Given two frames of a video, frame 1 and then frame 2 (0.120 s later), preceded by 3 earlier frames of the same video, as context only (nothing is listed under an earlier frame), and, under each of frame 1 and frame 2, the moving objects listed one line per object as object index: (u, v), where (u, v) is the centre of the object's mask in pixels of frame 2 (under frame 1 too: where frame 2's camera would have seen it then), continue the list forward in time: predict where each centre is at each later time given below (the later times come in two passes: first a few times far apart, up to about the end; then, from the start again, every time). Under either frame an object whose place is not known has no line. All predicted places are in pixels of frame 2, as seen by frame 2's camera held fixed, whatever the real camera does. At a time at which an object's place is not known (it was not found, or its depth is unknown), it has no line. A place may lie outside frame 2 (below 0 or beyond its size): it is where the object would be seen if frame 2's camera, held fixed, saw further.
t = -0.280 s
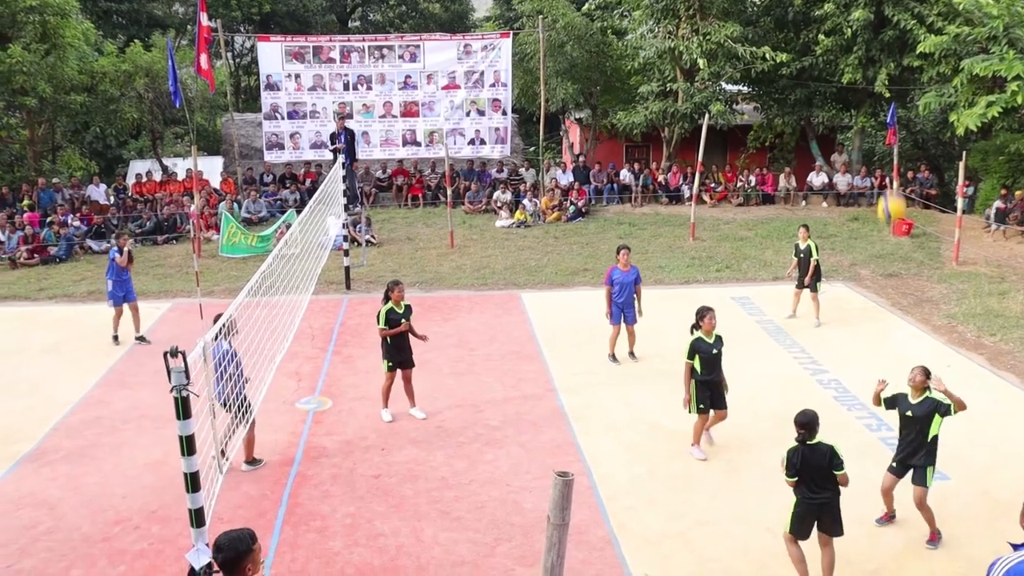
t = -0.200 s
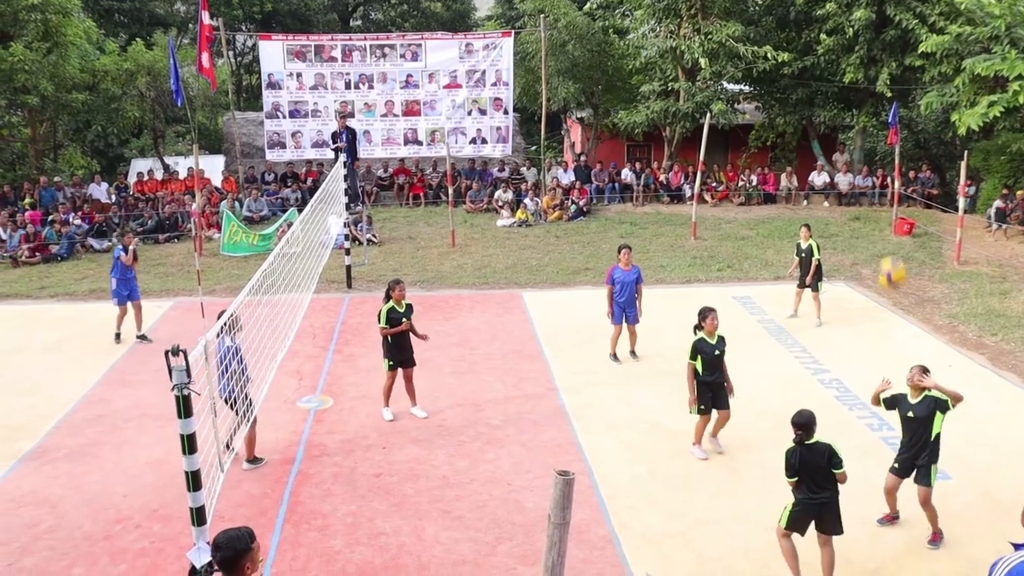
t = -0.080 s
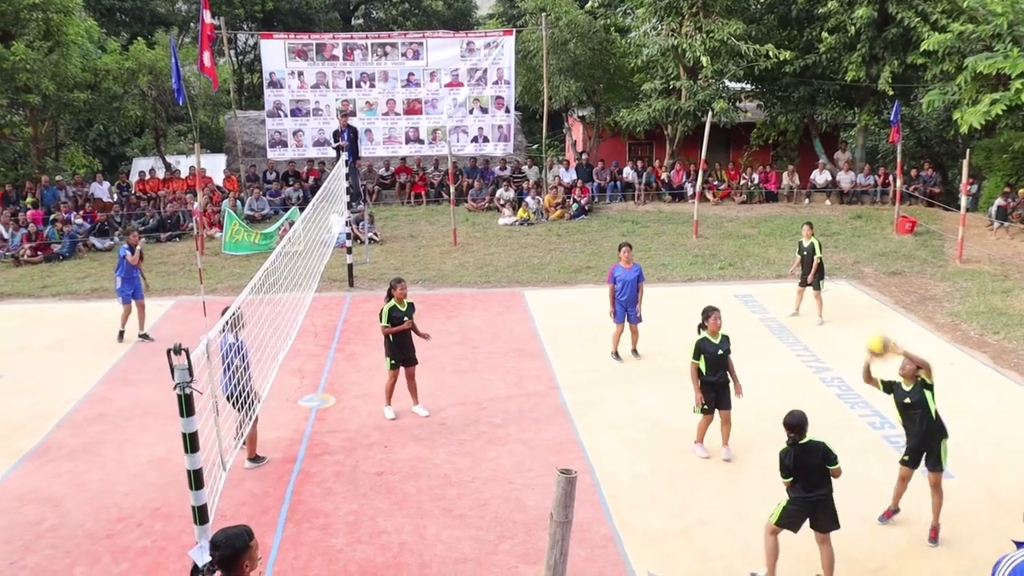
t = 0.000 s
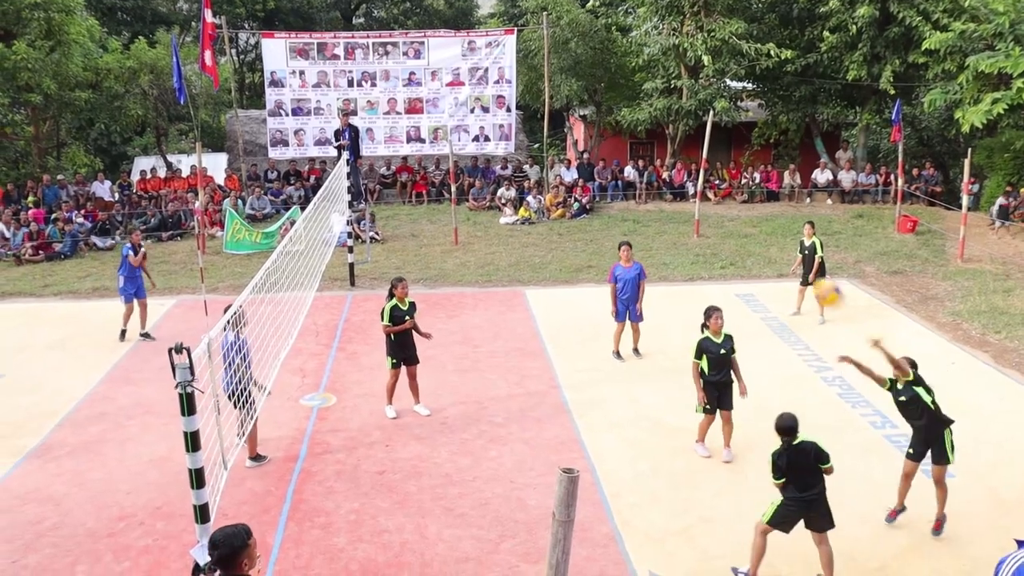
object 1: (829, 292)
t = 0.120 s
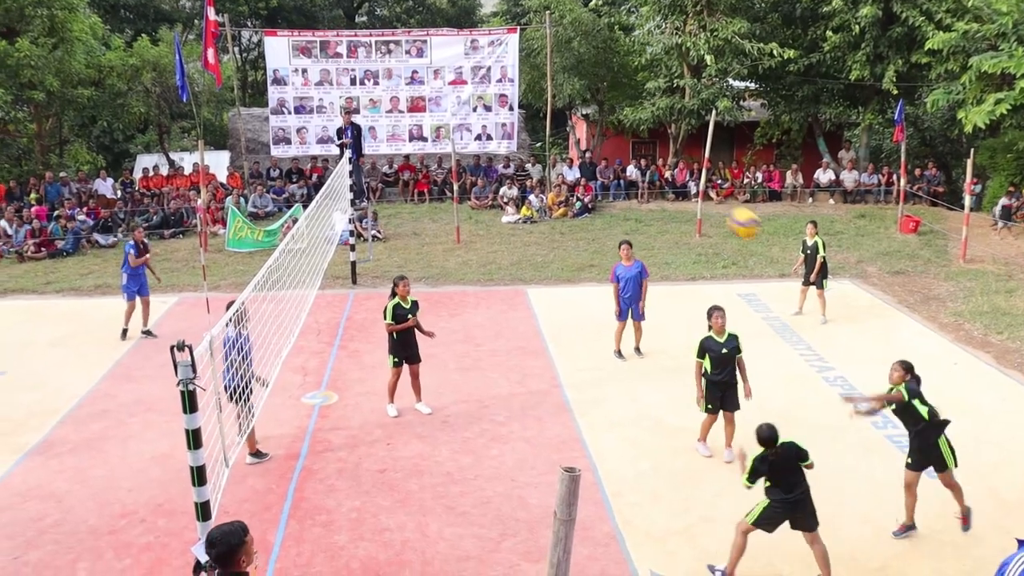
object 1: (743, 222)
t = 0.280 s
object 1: (617, 153)
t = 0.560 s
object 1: (379, 117)
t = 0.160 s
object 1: (714, 202)
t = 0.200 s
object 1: (681, 185)
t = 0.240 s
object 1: (651, 169)
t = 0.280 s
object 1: (617, 153)
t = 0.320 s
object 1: (586, 142)
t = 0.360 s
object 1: (550, 132)
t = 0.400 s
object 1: (519, 125)
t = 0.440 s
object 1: (480, 120)
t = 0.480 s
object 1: (448, 115)
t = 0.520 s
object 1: (414, 114)
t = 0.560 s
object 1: (379, 117)
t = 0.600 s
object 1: (347, 122)
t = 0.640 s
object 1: (309, 128)
